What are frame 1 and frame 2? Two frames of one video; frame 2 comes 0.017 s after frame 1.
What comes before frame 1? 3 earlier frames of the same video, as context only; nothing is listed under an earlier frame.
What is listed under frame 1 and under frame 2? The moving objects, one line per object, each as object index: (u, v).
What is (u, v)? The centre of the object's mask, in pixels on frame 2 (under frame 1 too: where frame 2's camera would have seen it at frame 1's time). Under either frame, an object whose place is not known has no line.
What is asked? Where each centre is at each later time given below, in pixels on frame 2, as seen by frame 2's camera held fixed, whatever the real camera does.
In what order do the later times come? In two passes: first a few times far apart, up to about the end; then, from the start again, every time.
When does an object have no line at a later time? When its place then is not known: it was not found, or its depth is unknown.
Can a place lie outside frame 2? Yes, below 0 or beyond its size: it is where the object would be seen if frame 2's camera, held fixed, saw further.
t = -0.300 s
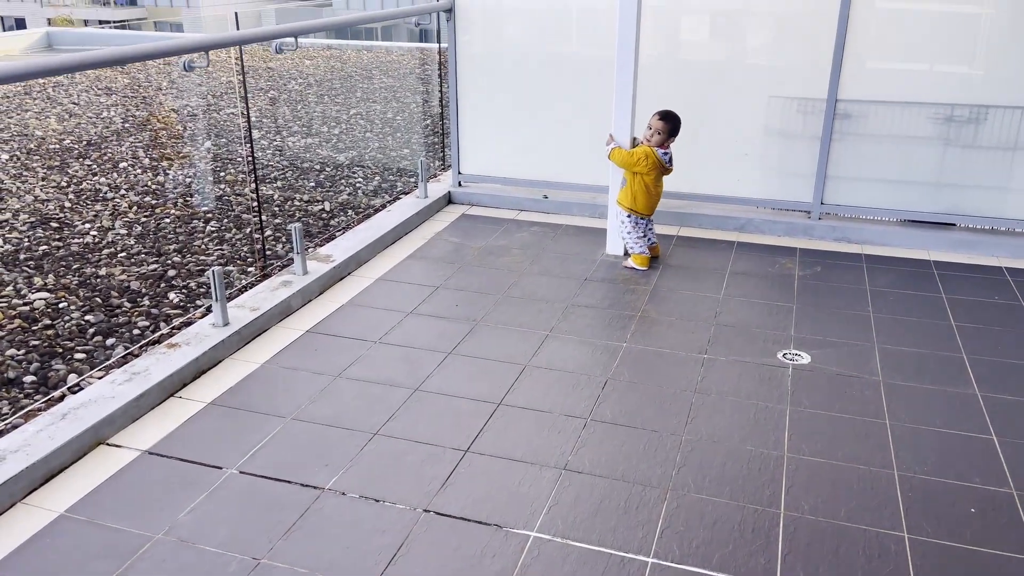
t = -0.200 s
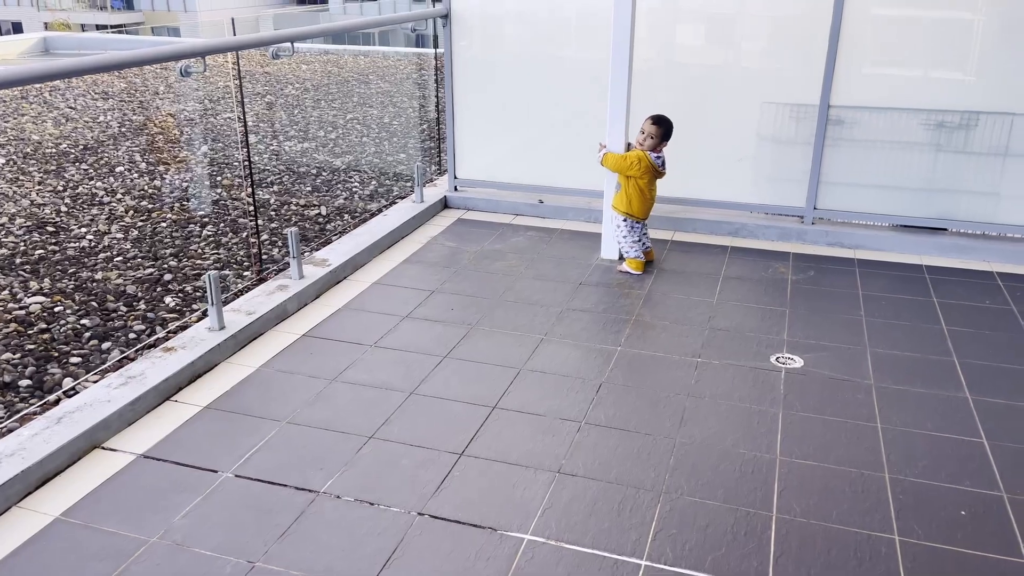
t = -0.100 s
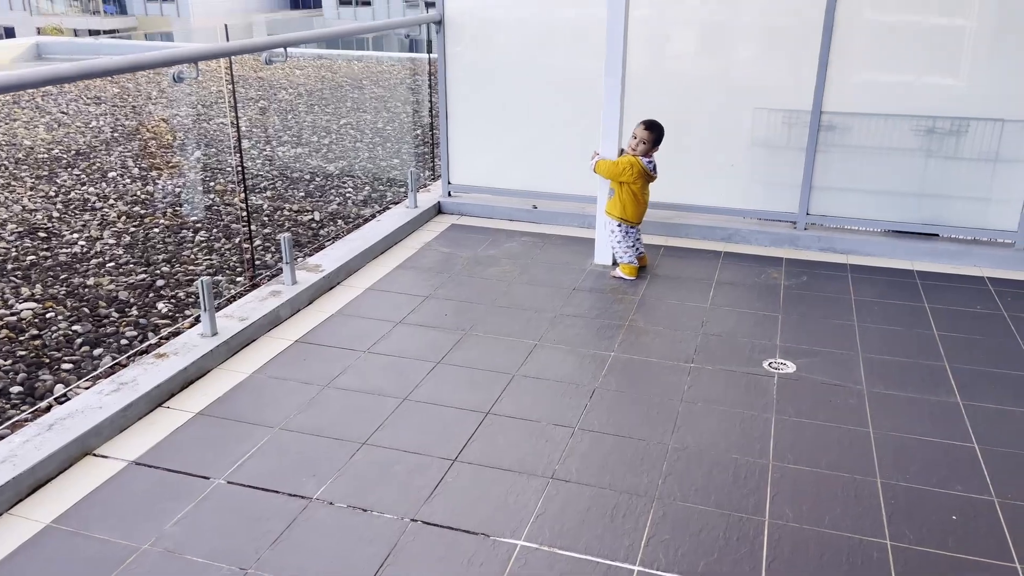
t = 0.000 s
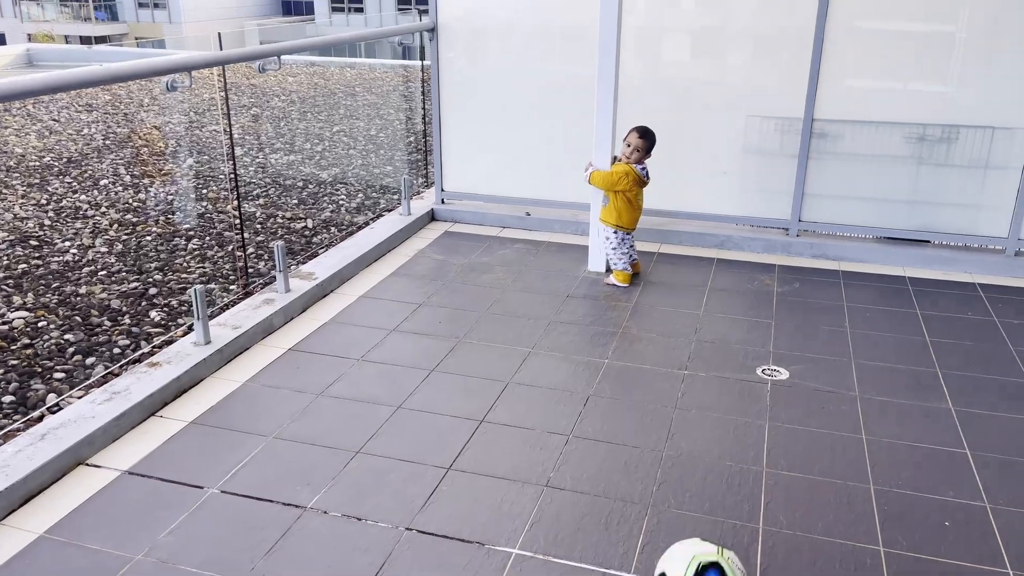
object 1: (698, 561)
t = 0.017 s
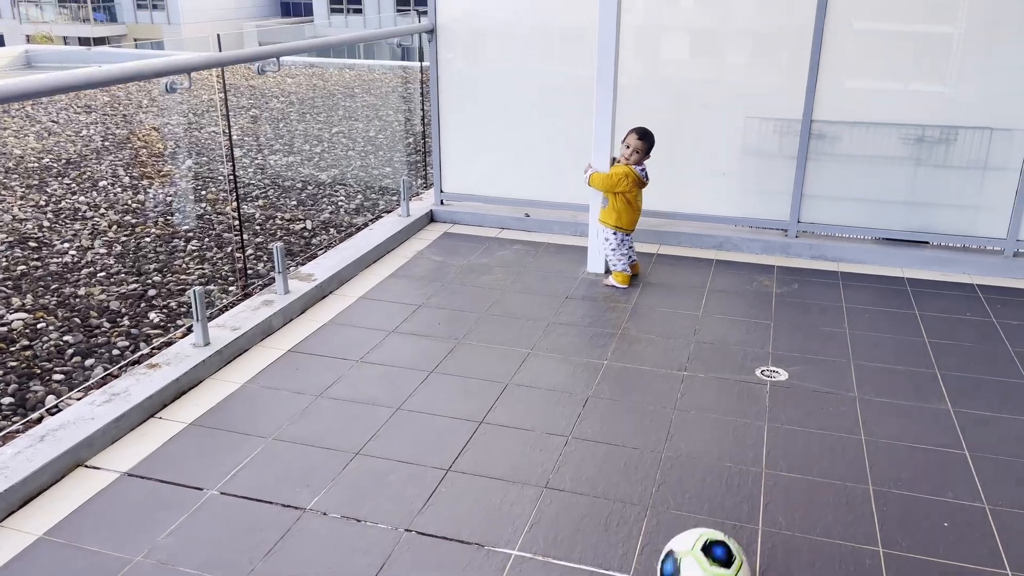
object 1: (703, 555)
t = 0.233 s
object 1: (745, 470)
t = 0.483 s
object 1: (775, 385)
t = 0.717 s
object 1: (792, 330)
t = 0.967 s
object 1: (805, 285)
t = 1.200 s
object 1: (813, 252)
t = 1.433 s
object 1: (825, 214)
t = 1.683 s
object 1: (829, 254)
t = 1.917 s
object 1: (835, 249)
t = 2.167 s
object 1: (840, 249)
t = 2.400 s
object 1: (842, 250)
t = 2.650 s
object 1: (841, 250)
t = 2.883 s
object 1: (839, 249)
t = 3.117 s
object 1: (836, 249)
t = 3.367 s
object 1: (834, 249)
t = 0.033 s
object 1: (707, 550)
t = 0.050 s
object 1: (711, 545)
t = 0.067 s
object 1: (715, 541)
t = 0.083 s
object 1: (719, 535)
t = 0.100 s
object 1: (722, 529)
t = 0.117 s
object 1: (725, 520)
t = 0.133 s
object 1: (729, 513)
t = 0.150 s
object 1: (732, 505)
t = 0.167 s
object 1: (734, 497)
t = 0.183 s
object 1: (737, 490)
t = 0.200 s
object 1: (740, 482)
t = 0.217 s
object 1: (743, 476)
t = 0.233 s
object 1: (745, 470)
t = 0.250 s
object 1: (748, 463)
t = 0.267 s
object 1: (750, 456)
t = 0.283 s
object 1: (752, 448)
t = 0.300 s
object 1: (755, 442)
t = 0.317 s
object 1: (757, 437)
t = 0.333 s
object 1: (759, 433)
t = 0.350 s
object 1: (761, 427)
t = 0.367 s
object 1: (763, 420)
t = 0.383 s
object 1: (765, 410)
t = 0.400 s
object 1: (767, 407)
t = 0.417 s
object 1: (768, 404)
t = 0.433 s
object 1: (770, 400)
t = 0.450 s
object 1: (771, 394)
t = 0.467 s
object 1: (773, 389)
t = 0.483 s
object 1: (775, 385)
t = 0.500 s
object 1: (776, 382)
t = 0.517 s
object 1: (778, 378)
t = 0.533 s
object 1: (779, 373)
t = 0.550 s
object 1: (780, 368)
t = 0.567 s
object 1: (782, 364)
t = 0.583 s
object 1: (783, 360)
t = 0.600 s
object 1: (784, 357)
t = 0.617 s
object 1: (785, 355)
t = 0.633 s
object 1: (786, 352)
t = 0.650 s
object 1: (786, 349)
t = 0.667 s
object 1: (790, 342)
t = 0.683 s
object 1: (791, 338)
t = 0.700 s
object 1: (791, 334)
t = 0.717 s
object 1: (792, 330)
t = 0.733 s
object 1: (794, 327)
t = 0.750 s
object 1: (794, 323)
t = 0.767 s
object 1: (795, 320)
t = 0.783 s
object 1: (796, 317)
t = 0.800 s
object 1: (797, 315)
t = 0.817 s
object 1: (798, 311)
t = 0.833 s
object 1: (799, 308)
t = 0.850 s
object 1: (800, 305)
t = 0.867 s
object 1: (801, 301)
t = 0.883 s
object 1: (802, 298)
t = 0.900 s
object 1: (803, 296)
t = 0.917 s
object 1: (803, 293)
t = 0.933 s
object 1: (804, 291)
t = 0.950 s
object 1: (805, 288)
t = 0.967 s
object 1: (805, 285)
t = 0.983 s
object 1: (806, 282)
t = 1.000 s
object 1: (807, 280)
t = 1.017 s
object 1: (807, 277)
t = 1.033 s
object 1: (808, 275)
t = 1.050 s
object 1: (808, 272)
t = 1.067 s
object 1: (809, 270)
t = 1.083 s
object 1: (810, 268)
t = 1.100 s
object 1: (810, 266)
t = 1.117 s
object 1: (811, 264)
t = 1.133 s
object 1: (811, 262)
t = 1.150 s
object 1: (812, 259)
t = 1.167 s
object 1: (812, 257)
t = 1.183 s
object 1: (813, 254)
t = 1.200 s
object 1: (813, 252)
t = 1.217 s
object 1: (813, 250)
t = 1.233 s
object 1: (814, 249)
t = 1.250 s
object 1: (815, 247)
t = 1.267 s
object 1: (815, 244)
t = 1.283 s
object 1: (815, 240)
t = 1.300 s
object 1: (817, 235)
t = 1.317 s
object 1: (819, 231)
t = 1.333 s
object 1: (819, 227)
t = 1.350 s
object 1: (820, 223)
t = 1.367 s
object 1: (822, 220)
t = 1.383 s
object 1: (823, 218)
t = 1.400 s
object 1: (823, 216)
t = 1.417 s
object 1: (824, 214)
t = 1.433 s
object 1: (825, 214)
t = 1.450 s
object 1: (826, 214)
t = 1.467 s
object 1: (827, 213)
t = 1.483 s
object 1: (827, 214)
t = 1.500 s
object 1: (828, 215)
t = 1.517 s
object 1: (828, 216)
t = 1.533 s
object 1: (828, 218)
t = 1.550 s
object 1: (829, 221)
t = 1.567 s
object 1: (829, 225)
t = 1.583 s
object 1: (829, 228)
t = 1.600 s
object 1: (829, 233)
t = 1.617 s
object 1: (828, 238)
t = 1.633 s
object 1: (829, 243)
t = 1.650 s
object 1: (829, 249)
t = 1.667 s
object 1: (829, 255)
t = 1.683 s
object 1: (829, 254)
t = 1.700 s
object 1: (830, 251)
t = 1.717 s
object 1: (831, 247)
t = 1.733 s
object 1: (831, 245)
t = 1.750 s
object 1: (832, 243)
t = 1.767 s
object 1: (833, 241)
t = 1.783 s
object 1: (833, 240)
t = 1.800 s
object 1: (834, 239)
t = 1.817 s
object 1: (834, 239)
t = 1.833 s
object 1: (835, 239)
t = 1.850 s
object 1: (835, 240)
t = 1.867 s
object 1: (835, 241)
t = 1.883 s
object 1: (835, 243)
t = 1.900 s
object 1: (835, 246)
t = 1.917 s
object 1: (835, 249)
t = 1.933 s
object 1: (835, 252)
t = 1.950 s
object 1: (835, 252)
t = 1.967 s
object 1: (836, 250)
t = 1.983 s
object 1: (837, 248)
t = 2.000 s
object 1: (837, 247)
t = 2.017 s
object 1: (837, 246)
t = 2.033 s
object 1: (838, 246)
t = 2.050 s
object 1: (838, 246)
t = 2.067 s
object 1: (838, 247)
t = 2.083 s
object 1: (839, 248)
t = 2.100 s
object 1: (838, 249)
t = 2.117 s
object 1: (839, 251)
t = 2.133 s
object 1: (839, 251)
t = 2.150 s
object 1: (839, 250)
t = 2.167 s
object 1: (840, 249)
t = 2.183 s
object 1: (840, 249)
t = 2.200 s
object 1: (840, 248)
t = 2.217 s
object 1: (840, 249)
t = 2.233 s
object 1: (841, 250)
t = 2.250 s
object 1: (840, 251)
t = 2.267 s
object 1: (840, 251)
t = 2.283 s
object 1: (841, 250)
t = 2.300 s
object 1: (841, 250)
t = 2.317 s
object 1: (841, 250)
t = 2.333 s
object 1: (841, 250)
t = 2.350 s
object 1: (841, 251)
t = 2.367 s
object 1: (841, 250)
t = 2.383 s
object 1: (842, 250)
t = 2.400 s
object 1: (842, 250)
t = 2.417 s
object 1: (842, 250)
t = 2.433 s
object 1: (842, 250)
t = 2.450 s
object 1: (842, 250)
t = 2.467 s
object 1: (842, 250)
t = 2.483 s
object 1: (842, 250)
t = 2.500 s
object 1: (842, 250)
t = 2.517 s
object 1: (842, 250)
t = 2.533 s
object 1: (842, 250)
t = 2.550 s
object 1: (842, 250)
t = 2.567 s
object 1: (842, 250)
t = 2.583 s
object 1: (841, 250)
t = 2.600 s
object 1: (841, 250)
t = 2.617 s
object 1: (841, 250)
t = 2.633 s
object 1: (841, 250)
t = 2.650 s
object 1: (841, 250)
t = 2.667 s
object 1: (841, 250)
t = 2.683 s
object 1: (841, 250)
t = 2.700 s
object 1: (841, 250)
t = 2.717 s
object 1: (841, 250)
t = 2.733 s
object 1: (841, 250)
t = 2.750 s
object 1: (840, 250)
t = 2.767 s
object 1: (840, 249)
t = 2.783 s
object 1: (840, 249)
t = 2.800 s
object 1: (840, 249)
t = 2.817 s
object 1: (840, 249)
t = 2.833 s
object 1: (839, 249)
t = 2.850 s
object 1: (839, 249)
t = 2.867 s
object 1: (839, 249)
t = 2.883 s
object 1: (839, 249)
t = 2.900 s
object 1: (839, 249)
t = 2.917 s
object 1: (838, 249)
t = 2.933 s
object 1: (838, 249)
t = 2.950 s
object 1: (838, 249)
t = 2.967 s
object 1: (838, 249)
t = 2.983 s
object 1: (838, 249)
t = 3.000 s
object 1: (838, 249)
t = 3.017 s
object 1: (838, 249)
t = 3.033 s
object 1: (837, 249)
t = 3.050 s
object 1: (837, 249)
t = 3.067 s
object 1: (837, 249)
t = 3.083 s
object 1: (837, 249)
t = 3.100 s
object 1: (837, 249)
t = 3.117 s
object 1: (836, 249)
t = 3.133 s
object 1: (836, 249)
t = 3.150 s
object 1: (836, 249)
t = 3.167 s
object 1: (836, 249)
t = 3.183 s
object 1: (836, 249)
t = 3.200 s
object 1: (836, 249)
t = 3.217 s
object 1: (836, 249)
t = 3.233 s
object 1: (835, 249)
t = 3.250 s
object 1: (835, 249)
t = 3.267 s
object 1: (835, 249)
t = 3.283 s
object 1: (835, 249)
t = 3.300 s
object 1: (834, 249)
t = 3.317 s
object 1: (834, 249)
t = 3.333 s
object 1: (834, 249)
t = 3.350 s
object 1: (834, 249)
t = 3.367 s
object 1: (834, 249)
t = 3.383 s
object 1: (833, 249)
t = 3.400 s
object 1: (833, 249)
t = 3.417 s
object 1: (833, 249)
